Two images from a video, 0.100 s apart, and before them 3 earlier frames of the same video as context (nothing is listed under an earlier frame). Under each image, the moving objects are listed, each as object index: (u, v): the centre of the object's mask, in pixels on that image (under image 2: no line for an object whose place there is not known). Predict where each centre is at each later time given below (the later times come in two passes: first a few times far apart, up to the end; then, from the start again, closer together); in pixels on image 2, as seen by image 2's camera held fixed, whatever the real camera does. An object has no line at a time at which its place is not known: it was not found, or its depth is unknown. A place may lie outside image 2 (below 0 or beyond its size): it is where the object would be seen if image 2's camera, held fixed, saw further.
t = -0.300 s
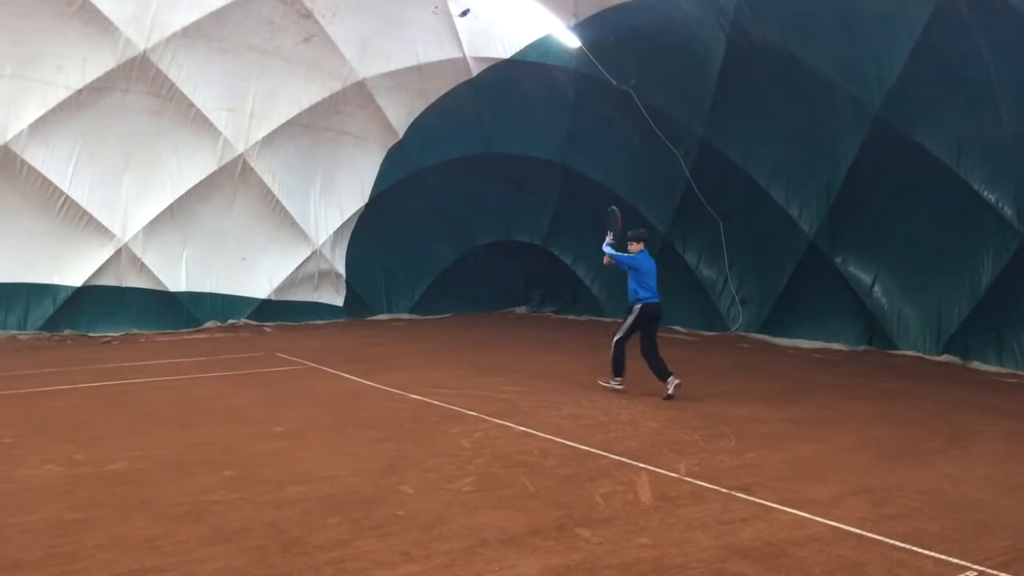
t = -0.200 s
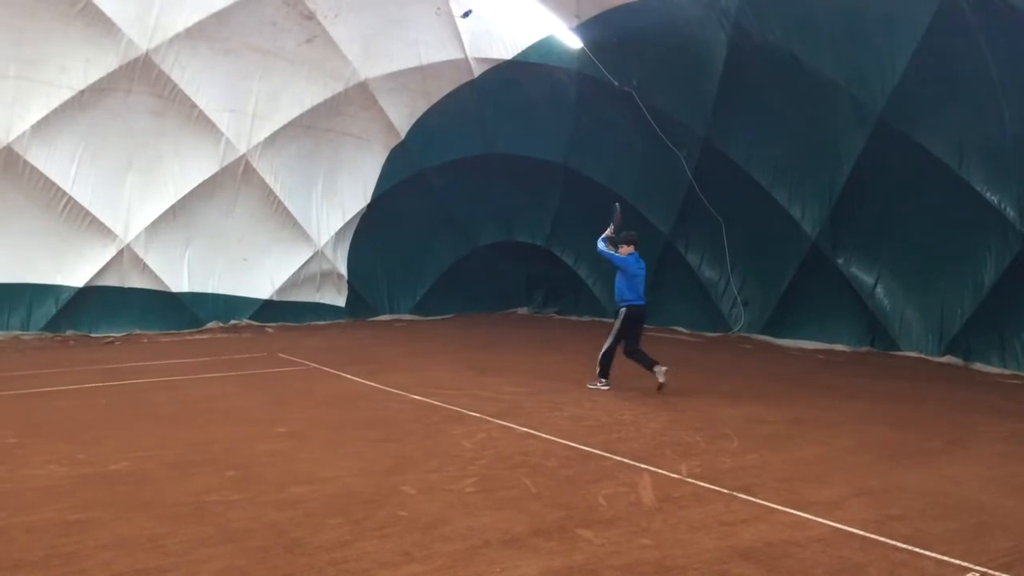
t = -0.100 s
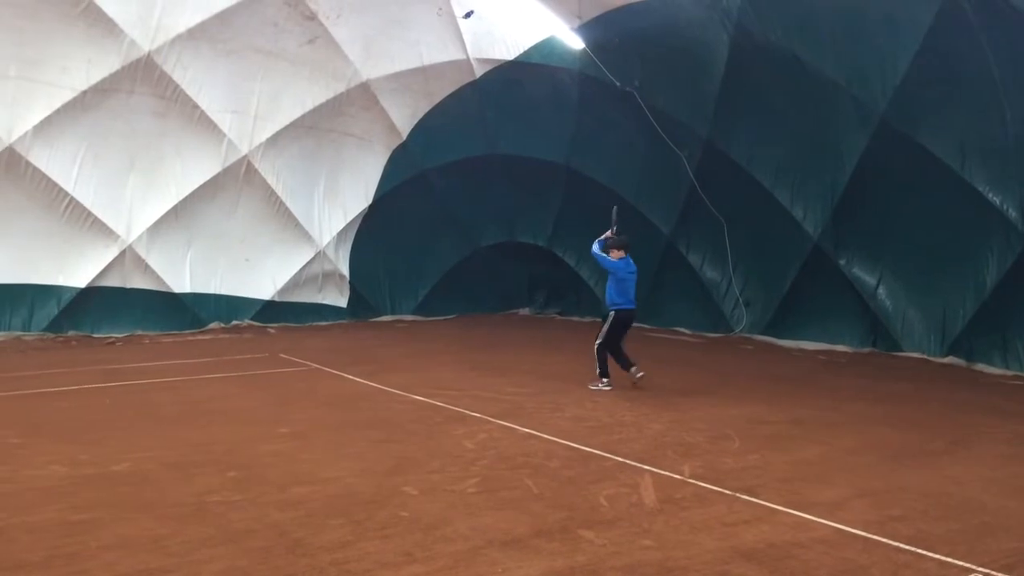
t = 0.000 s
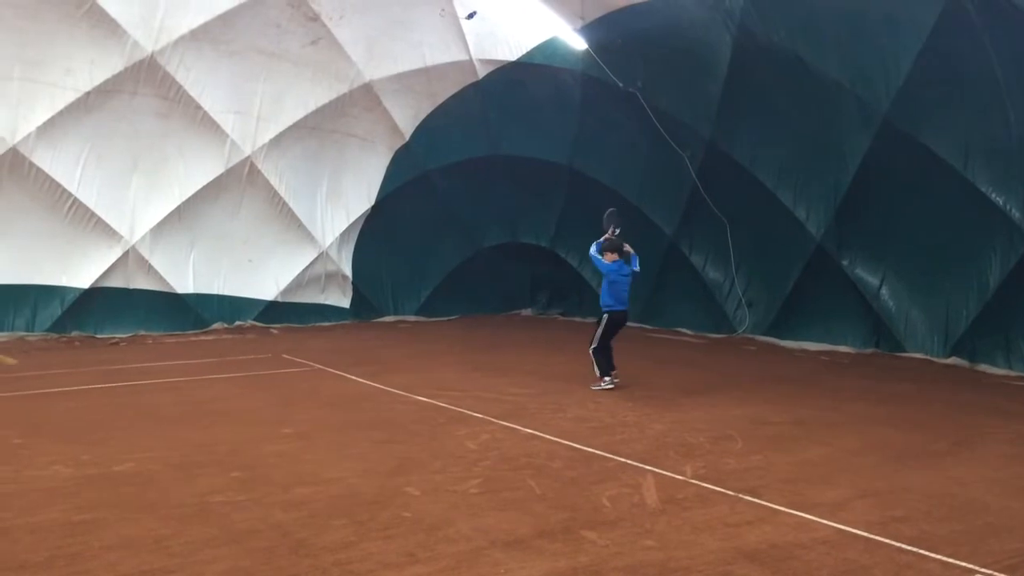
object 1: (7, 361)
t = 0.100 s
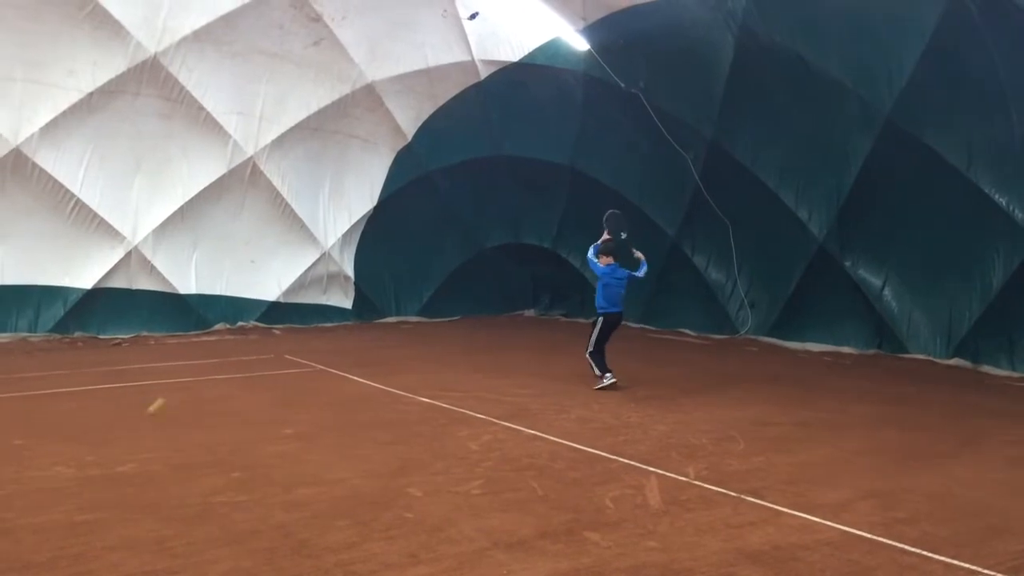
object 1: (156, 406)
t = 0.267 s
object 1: (259, 319)
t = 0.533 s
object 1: (396, 261)
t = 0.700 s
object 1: (467, 263)
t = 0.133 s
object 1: (176, 386)
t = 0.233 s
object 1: (241, 332)
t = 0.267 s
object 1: (259, 319)
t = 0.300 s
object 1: (276, 308)
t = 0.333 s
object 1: (295, 296)
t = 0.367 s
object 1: (314, 287)
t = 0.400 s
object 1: (331, 279)
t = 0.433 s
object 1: (345, 273)
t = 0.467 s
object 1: (364, 268)
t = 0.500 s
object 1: (380, 264)
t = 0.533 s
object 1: (396, 261)
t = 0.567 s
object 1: (410, 259)
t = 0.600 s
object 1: (425, 259)
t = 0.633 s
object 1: (440, 259)
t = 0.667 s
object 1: (453, 261)
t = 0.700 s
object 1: (467, 263)
